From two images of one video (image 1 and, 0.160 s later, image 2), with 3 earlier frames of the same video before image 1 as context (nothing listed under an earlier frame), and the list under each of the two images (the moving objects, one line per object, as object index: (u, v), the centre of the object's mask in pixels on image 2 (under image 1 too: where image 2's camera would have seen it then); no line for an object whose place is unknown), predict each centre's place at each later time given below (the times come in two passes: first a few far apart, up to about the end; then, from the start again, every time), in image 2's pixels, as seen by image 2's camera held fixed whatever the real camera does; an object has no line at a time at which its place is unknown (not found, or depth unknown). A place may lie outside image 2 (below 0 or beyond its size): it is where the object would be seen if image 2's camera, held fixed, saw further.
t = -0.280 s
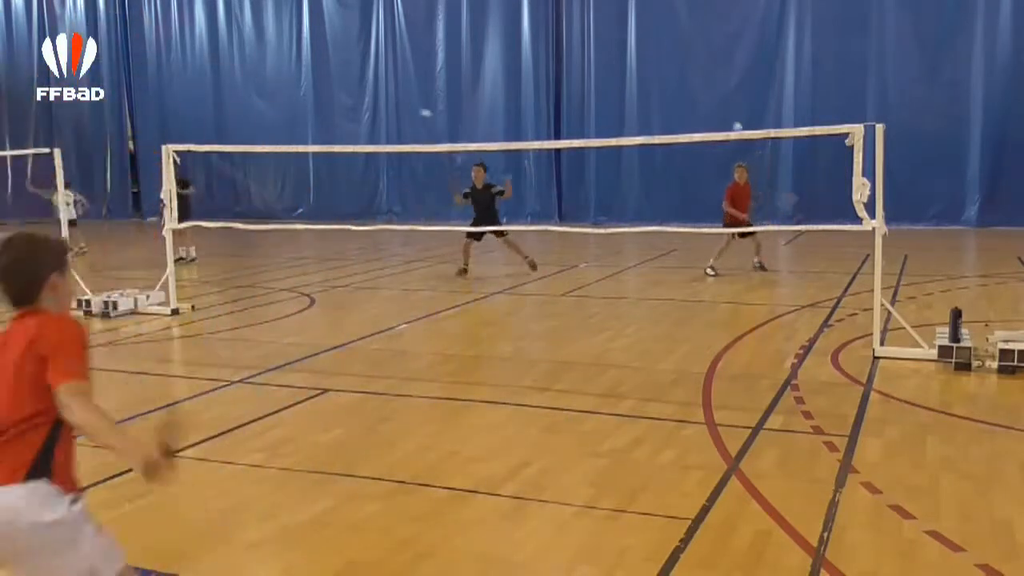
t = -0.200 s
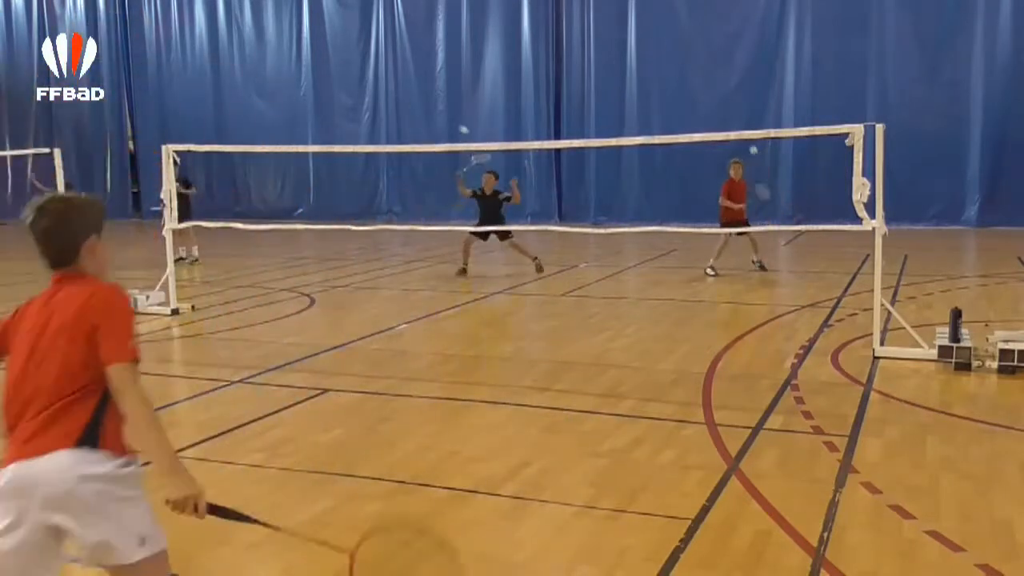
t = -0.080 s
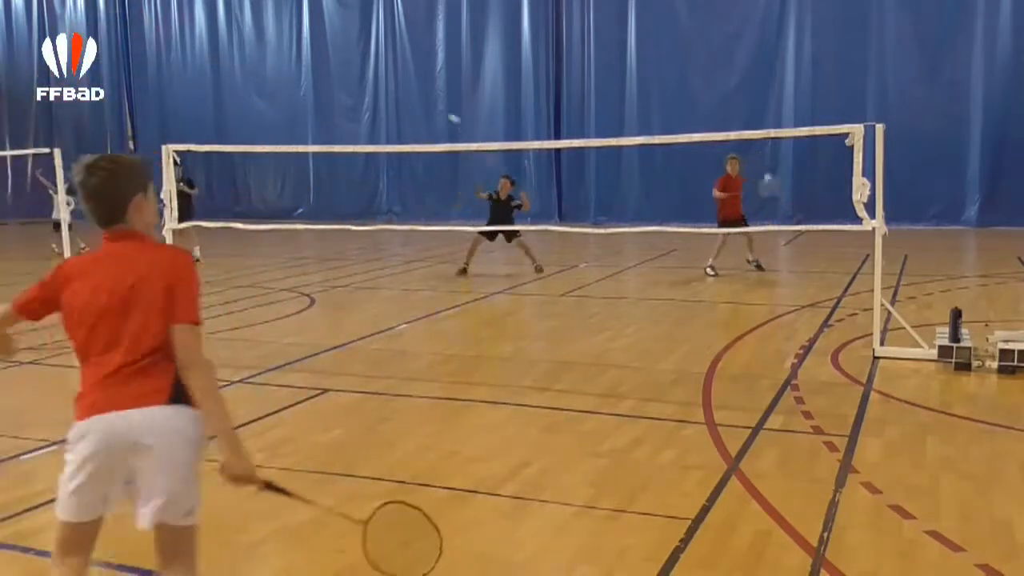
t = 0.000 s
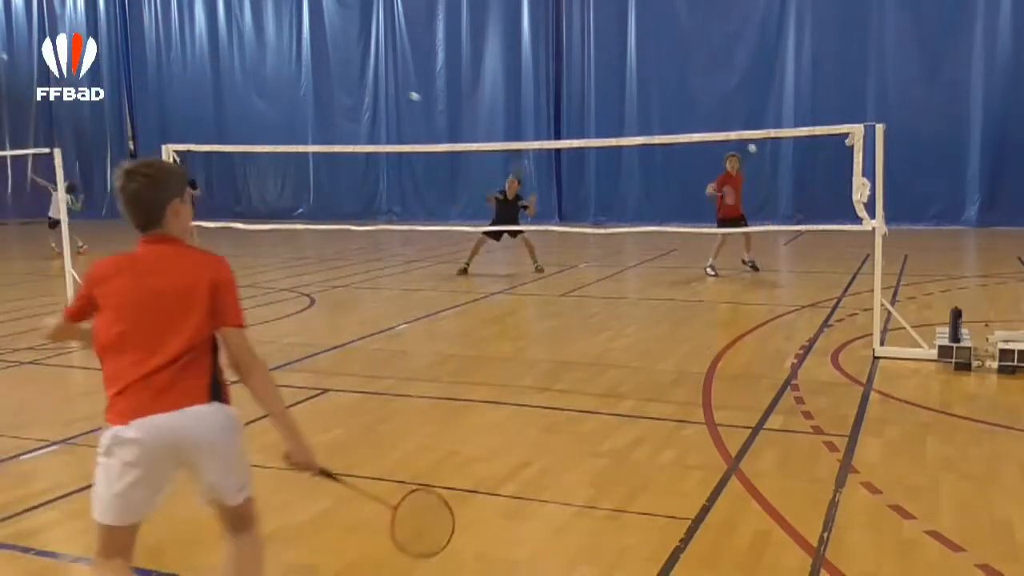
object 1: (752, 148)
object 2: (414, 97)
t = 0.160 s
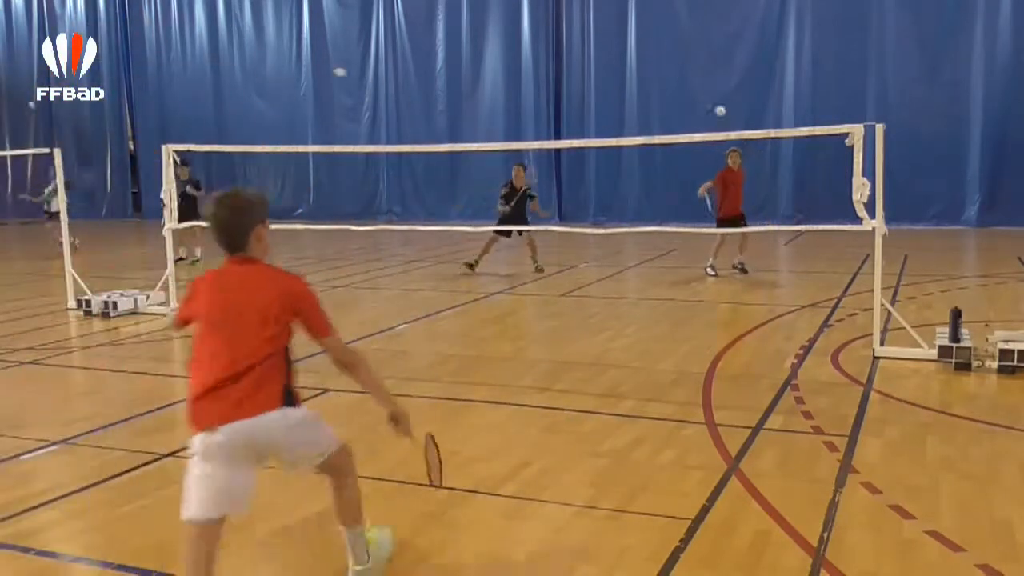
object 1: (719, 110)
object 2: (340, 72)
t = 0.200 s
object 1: (712, 106)
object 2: (322, 71)
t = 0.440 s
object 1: (662, 125)
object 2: (215, 108)
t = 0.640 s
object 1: (617, 225)
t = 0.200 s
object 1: (712, 106)
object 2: (322, 71)
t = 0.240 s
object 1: (704, 103)
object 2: (303, 72)
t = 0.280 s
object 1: (697, 103)
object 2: (287, 75)
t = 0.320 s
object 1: (688, 105)
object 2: (269, 80)
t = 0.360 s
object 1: (680, 109)
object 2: (251, 87)
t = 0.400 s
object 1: (671, 116)
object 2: (233, 97)
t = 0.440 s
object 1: (662, 125)
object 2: (215, 108)
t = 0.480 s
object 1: (653, 138)
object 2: (198, 122)
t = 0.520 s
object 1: (645, 156)
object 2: (182, 138)
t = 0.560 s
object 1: (636, 175)
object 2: (160, 161)
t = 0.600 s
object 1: (626, 199)
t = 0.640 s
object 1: (617, 225)
